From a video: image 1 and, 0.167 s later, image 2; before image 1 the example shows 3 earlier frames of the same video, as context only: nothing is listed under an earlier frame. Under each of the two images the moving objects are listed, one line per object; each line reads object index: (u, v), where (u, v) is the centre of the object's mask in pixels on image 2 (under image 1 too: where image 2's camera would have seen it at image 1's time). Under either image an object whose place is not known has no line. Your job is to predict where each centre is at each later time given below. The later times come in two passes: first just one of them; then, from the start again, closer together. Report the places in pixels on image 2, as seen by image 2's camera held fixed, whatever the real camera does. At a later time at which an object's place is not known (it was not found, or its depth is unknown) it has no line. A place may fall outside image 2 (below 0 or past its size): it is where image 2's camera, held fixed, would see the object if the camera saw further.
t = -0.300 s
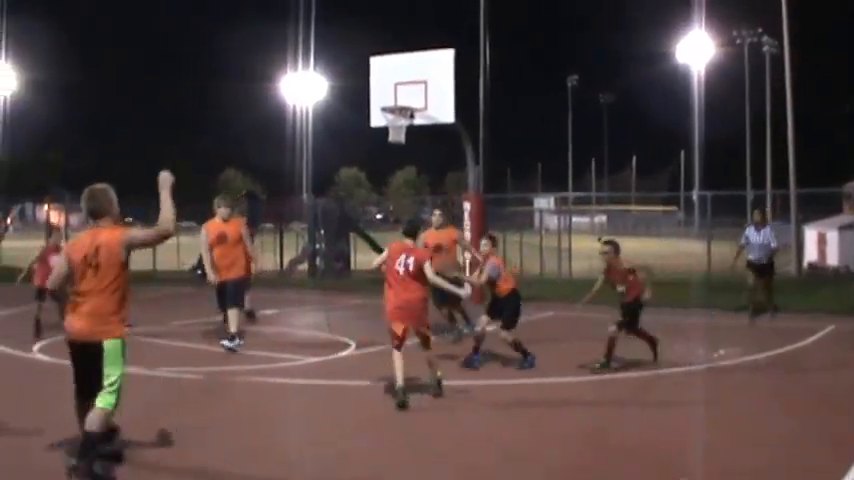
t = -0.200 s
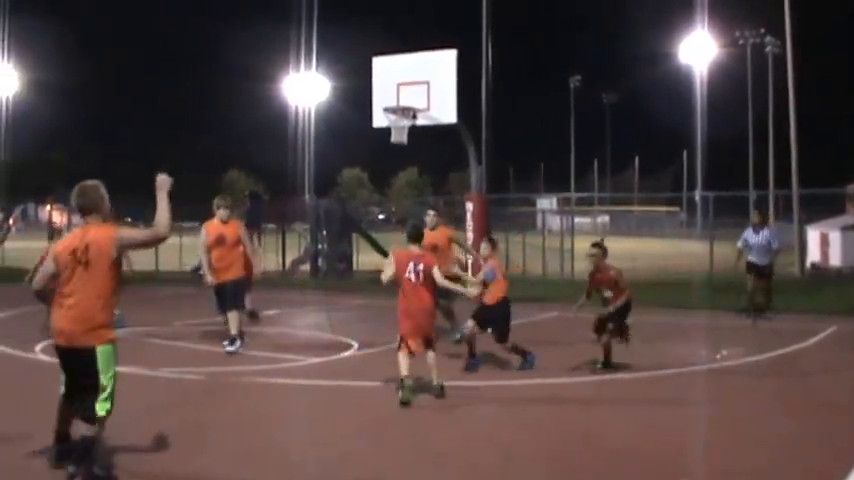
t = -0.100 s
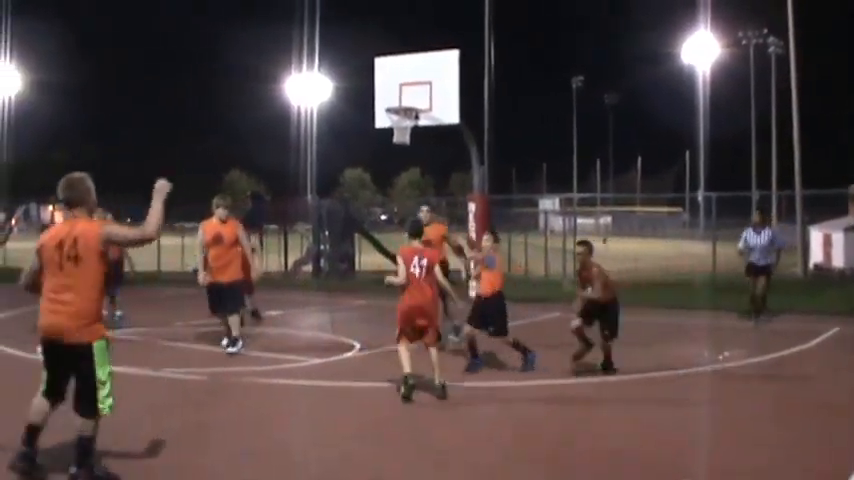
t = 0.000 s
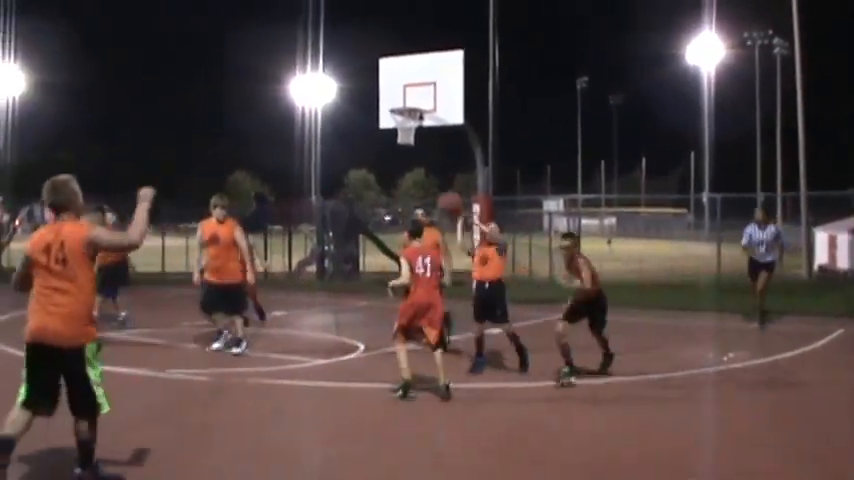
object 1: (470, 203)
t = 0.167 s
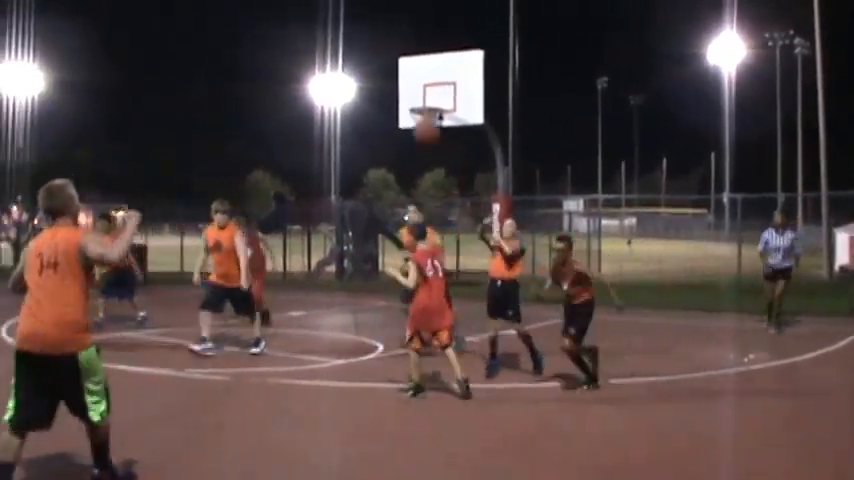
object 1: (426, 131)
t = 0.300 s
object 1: (386, 86)
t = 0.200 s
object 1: (417, 120)
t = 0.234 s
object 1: (406, 108)
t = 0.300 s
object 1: (386, 86)
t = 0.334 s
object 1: (376, 79)
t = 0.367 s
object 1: (366, 70)
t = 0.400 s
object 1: (357, 64)
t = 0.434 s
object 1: (341, 58)
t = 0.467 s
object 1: (325, 53)
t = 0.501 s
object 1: (313, 53)
